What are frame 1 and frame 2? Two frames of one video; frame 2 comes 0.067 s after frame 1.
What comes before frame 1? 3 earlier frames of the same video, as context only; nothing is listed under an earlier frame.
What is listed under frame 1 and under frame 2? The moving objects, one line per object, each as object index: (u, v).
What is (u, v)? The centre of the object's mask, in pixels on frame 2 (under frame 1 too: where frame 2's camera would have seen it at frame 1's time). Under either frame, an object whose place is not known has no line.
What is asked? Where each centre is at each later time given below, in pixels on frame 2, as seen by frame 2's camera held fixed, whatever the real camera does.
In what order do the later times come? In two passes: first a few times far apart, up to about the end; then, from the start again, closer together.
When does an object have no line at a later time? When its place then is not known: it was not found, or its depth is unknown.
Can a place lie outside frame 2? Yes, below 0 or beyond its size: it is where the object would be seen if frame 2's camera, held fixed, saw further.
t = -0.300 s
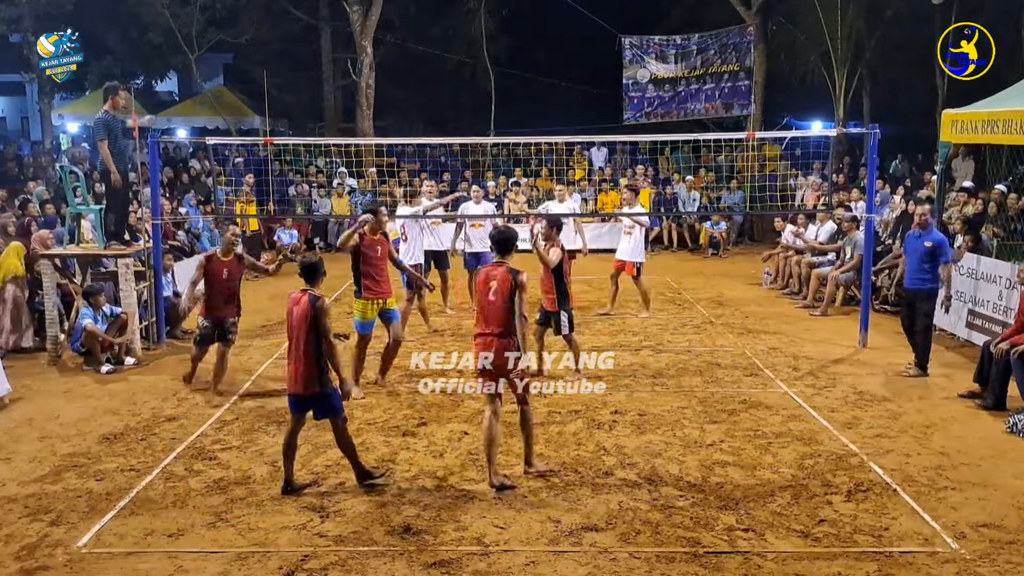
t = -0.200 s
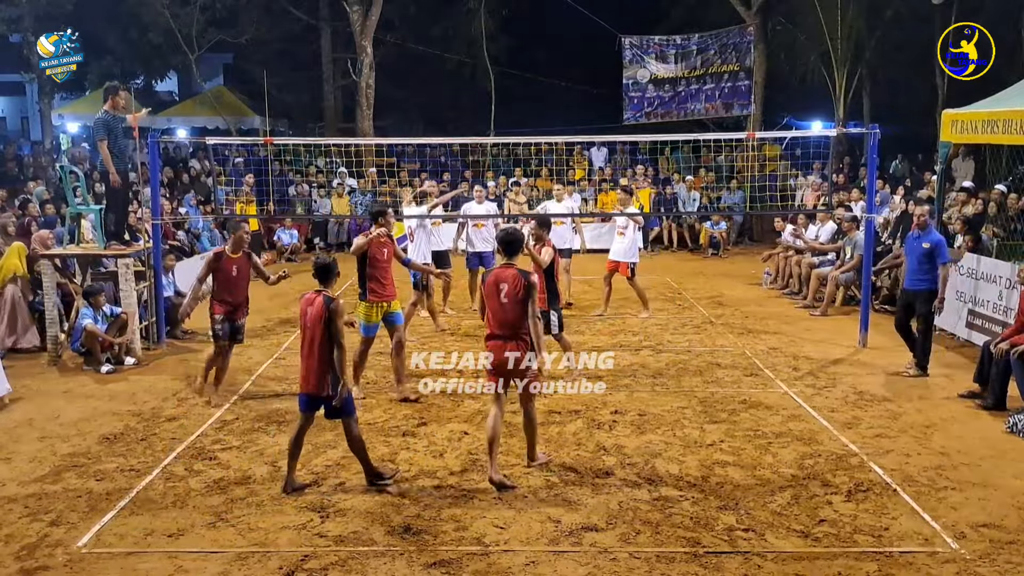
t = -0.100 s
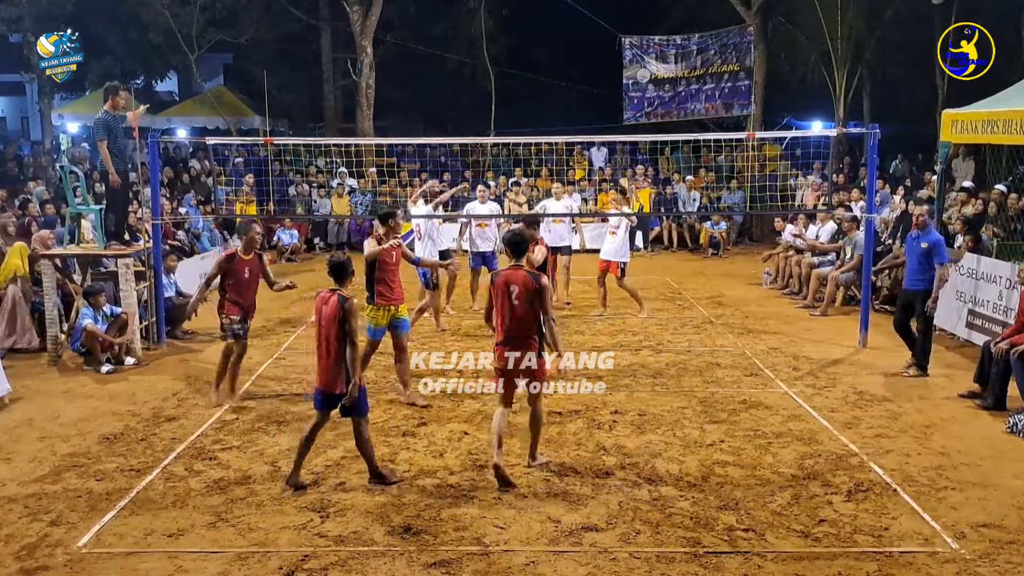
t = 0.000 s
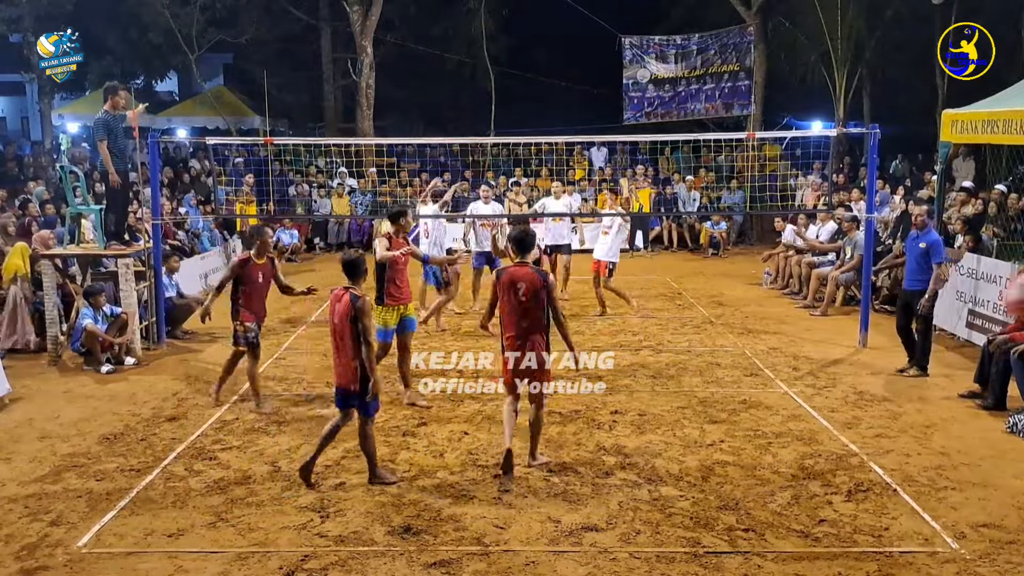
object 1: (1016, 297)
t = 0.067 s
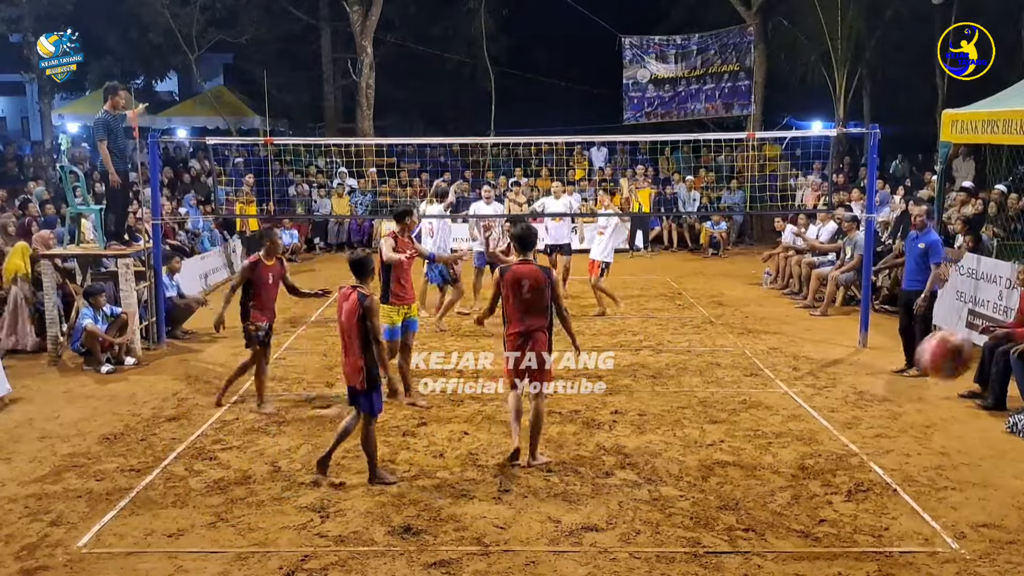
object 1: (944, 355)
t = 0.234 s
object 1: (772, 508)
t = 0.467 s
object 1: (662, 525)
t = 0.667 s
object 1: (617, 472)
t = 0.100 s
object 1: (908, 382)
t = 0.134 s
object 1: (872, 413)
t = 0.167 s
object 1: (839, 443)
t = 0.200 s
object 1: (805, 476)
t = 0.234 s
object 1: (772, 508)
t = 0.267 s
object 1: (740, 542)
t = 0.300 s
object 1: (714, 564)
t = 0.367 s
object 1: (683, 566)
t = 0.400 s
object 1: (678, 557)
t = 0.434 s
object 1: (669, 541)
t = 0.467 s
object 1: (662, 525)
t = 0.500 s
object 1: (655, 512)
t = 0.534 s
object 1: (647, 500)
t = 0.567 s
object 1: (641, 490)
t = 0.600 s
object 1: (633, 482)
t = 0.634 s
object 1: (626, 475)
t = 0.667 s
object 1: (617, 472)
